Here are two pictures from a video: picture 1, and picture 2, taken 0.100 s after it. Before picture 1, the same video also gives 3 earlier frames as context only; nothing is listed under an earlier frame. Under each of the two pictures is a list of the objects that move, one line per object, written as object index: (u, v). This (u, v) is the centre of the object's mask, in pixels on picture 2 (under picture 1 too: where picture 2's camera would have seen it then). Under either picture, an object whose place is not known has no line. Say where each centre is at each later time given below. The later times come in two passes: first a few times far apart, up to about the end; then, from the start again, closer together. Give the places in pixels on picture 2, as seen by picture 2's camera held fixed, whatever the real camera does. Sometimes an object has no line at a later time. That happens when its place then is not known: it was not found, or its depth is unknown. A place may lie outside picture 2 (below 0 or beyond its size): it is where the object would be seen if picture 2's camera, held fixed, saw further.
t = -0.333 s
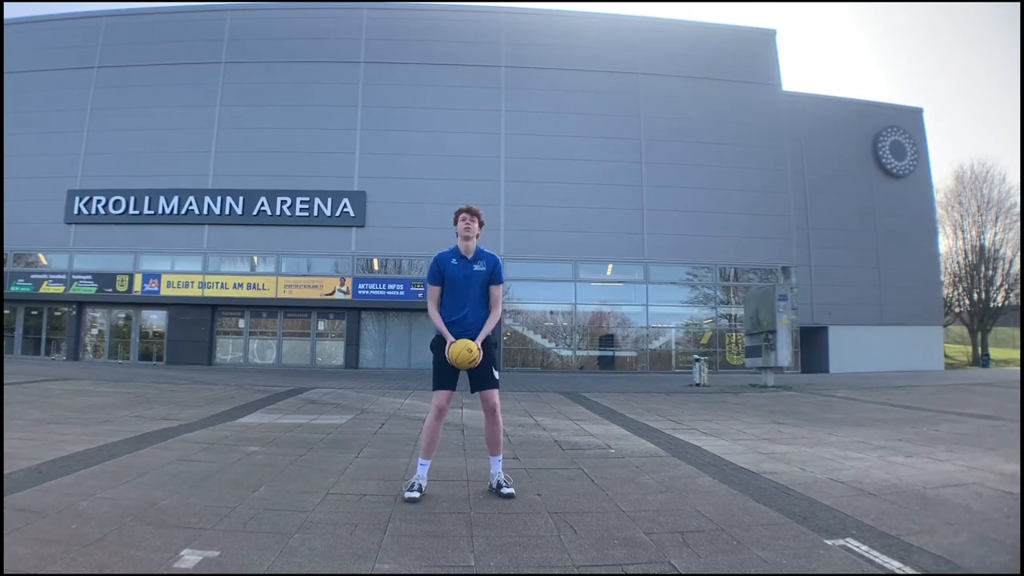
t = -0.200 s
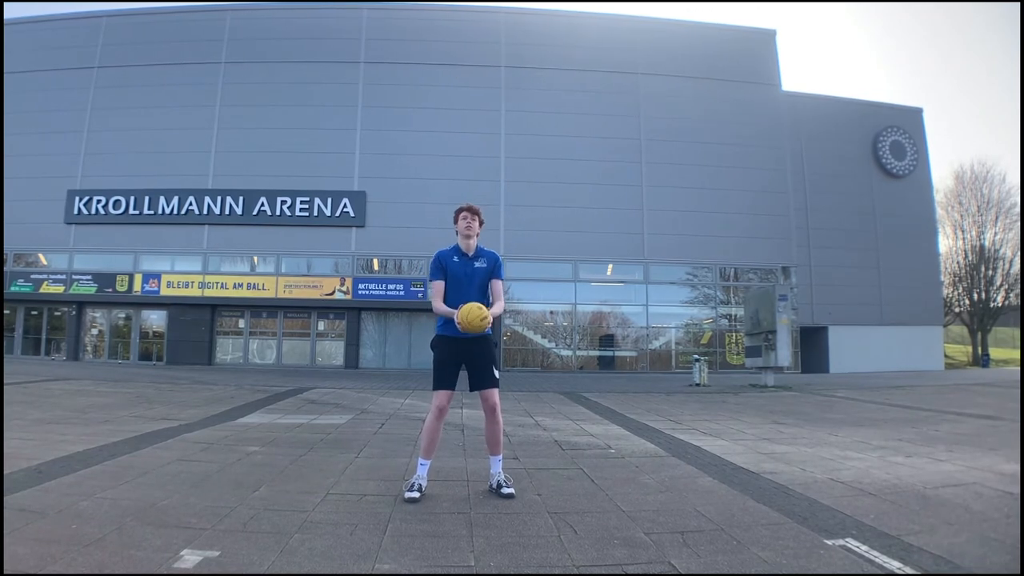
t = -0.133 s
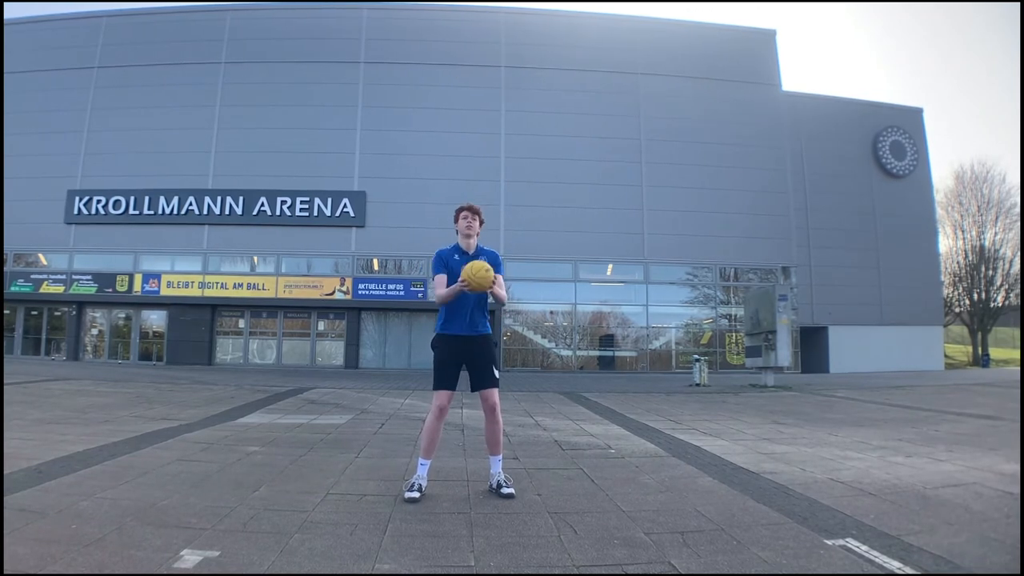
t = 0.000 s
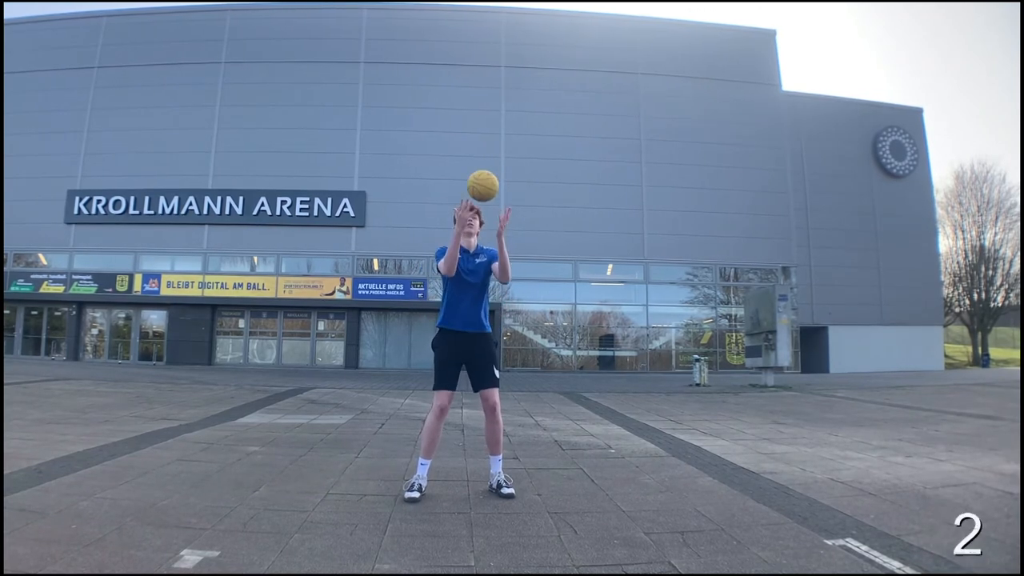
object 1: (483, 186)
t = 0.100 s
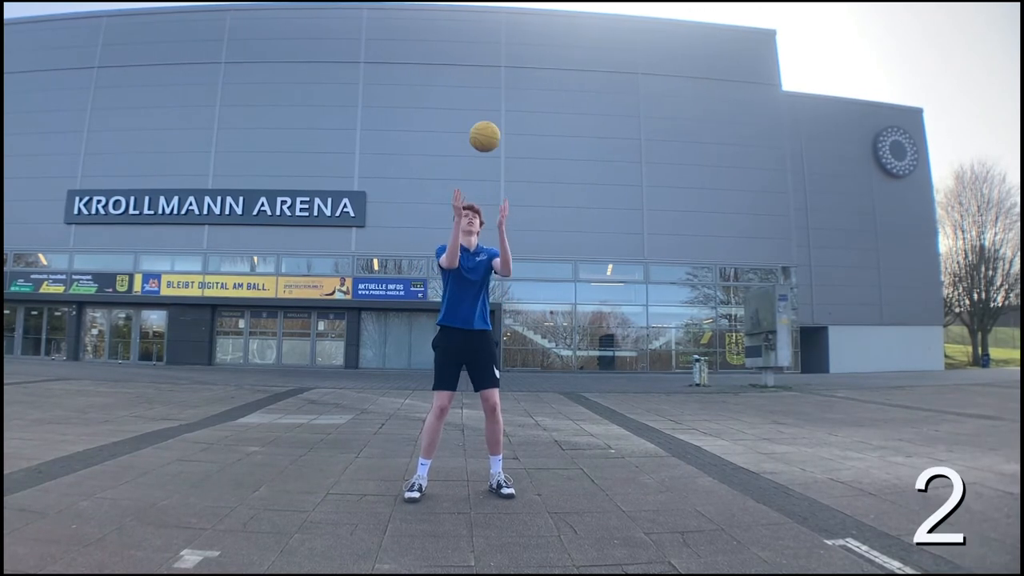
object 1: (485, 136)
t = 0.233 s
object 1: (487, 96)
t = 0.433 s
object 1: (487, 82)
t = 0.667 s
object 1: (484, 131)
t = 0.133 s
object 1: (485, 124)
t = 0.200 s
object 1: (486, 104)
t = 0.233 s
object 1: (487, 96)
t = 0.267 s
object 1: (487, 90)
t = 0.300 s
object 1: (487, 86)
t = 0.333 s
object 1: (487, 83)
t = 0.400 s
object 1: (487, 81)
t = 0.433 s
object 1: (487, 82)
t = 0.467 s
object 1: (487, 85)
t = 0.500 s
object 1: (486, 89)
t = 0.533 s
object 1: (486, 94)
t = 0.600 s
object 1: (485, 109)
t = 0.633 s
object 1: (484, 120)
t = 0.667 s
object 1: (484, 131)
